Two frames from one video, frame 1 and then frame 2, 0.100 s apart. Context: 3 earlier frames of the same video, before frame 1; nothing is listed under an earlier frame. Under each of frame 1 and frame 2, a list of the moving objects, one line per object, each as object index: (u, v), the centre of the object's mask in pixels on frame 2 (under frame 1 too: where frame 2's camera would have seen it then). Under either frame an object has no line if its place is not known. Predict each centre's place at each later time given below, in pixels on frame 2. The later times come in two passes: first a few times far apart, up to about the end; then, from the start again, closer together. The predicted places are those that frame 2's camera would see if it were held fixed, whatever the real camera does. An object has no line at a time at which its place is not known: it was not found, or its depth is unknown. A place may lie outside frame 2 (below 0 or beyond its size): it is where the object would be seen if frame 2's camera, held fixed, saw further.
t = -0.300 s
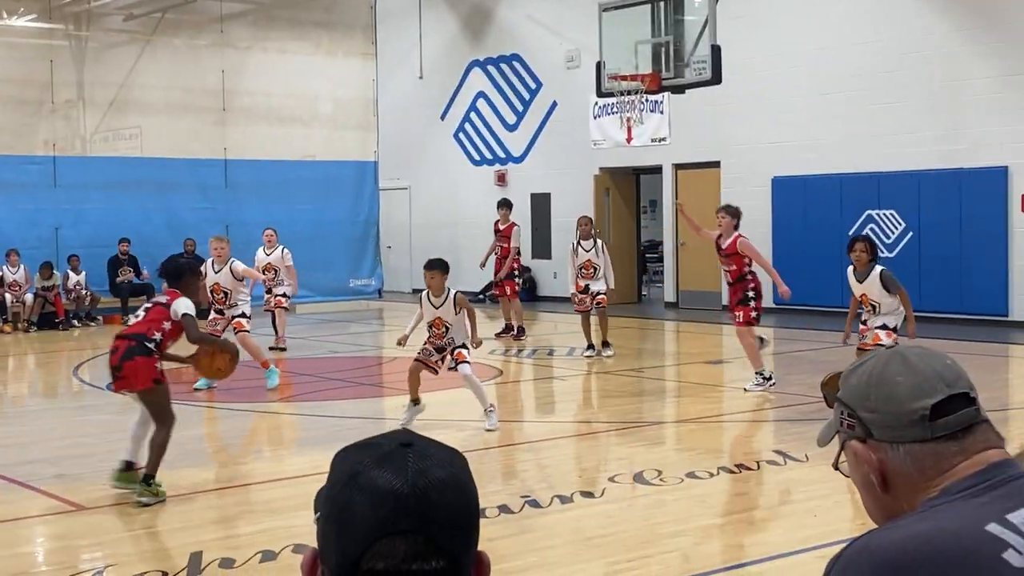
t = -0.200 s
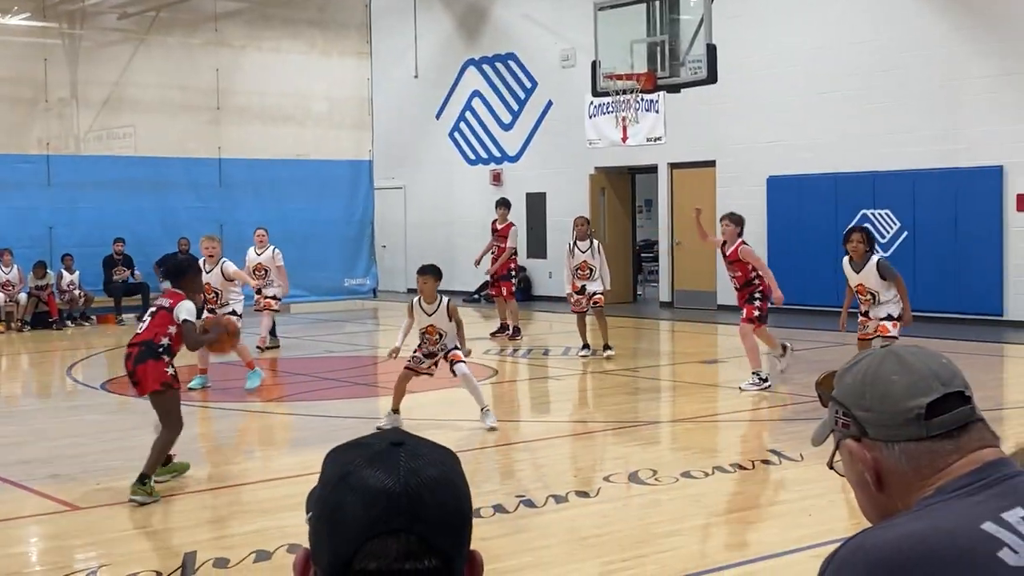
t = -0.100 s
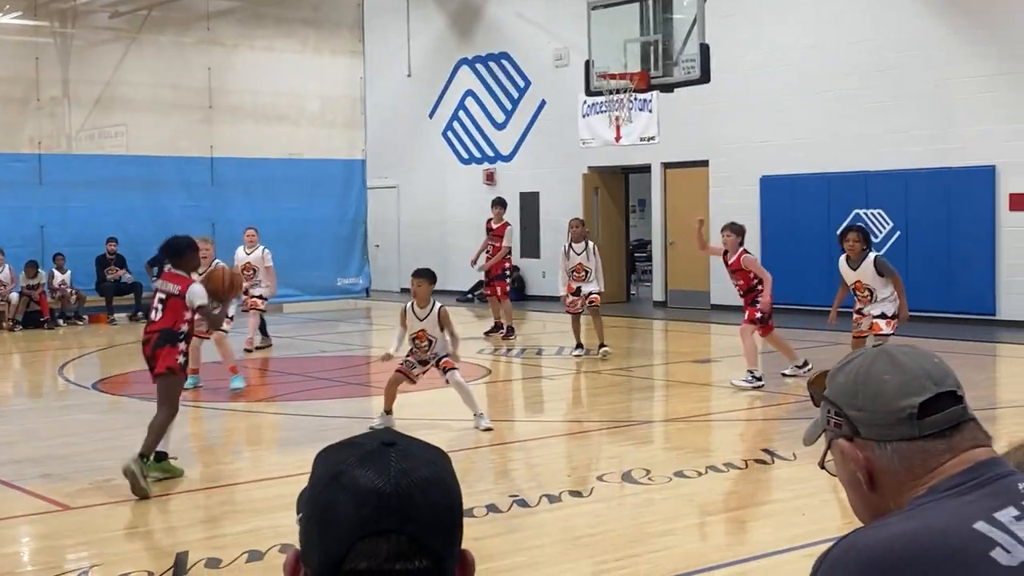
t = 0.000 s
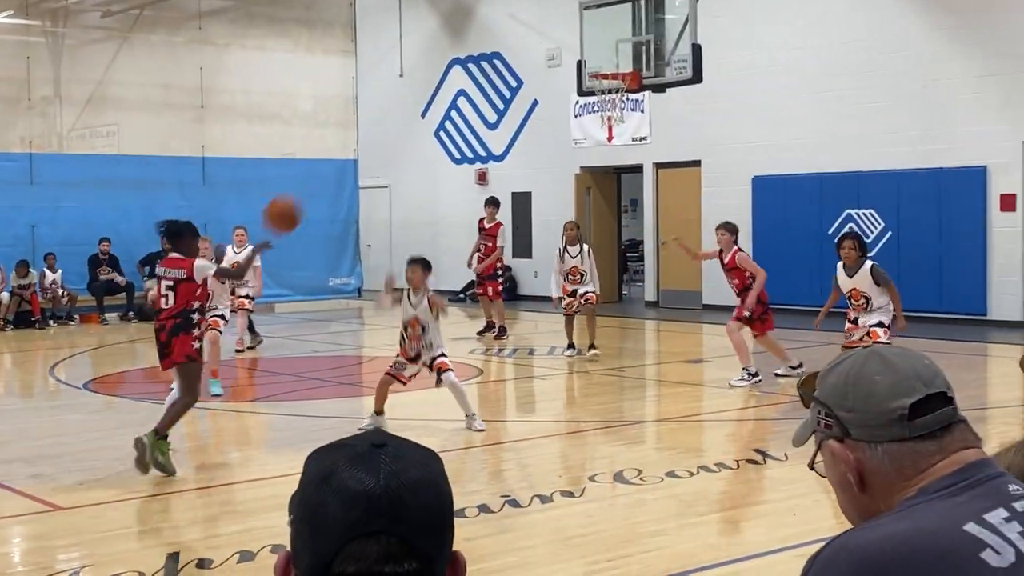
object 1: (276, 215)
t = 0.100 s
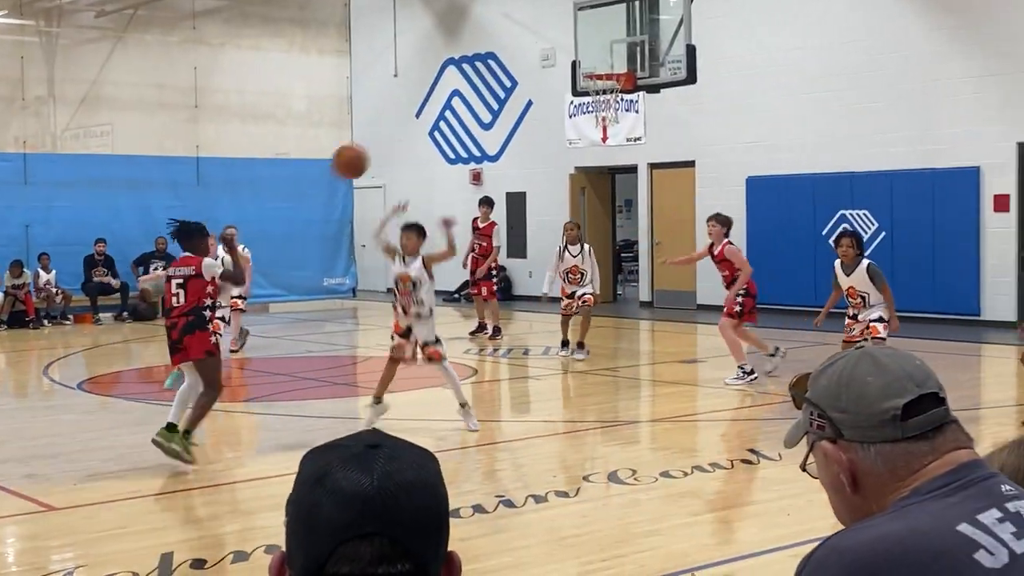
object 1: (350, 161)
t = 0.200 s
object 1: (414, 129)
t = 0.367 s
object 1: (507, 112)
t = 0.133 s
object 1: (372, 148)
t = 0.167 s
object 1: (394, 137)
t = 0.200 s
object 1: (414, 129)
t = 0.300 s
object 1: (471, 114)
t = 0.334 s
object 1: (489, 113)
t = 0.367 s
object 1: (507, 112)
